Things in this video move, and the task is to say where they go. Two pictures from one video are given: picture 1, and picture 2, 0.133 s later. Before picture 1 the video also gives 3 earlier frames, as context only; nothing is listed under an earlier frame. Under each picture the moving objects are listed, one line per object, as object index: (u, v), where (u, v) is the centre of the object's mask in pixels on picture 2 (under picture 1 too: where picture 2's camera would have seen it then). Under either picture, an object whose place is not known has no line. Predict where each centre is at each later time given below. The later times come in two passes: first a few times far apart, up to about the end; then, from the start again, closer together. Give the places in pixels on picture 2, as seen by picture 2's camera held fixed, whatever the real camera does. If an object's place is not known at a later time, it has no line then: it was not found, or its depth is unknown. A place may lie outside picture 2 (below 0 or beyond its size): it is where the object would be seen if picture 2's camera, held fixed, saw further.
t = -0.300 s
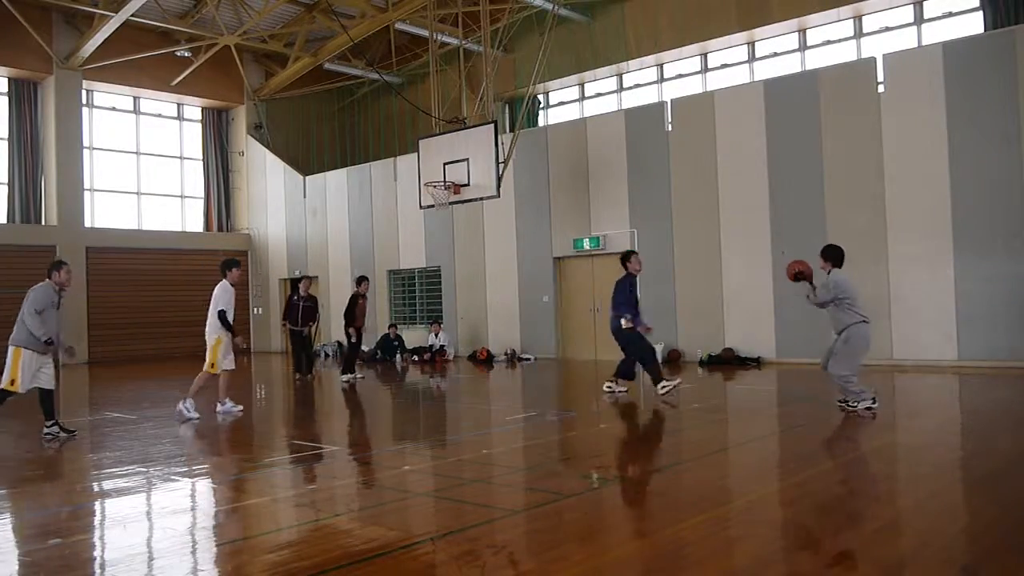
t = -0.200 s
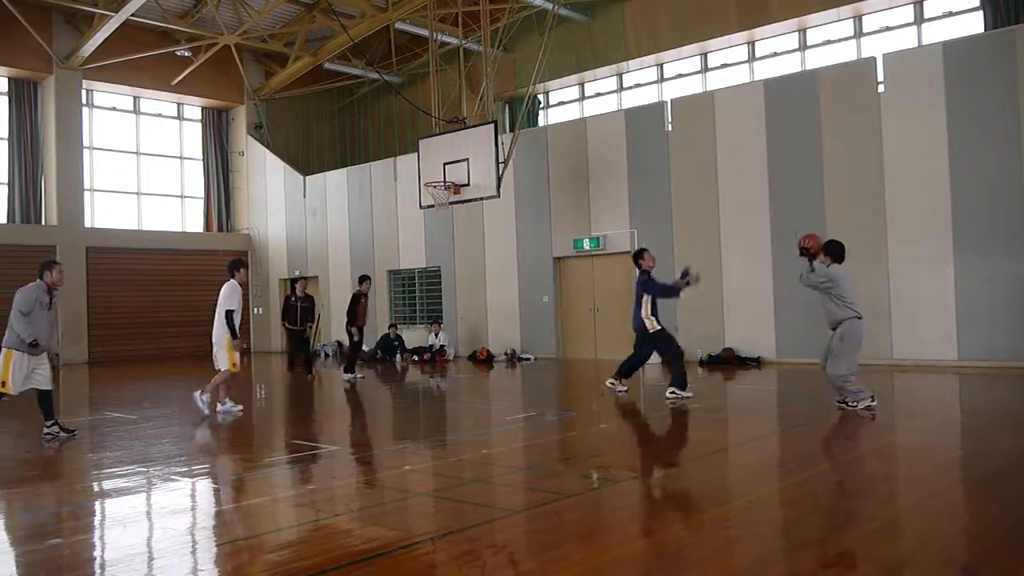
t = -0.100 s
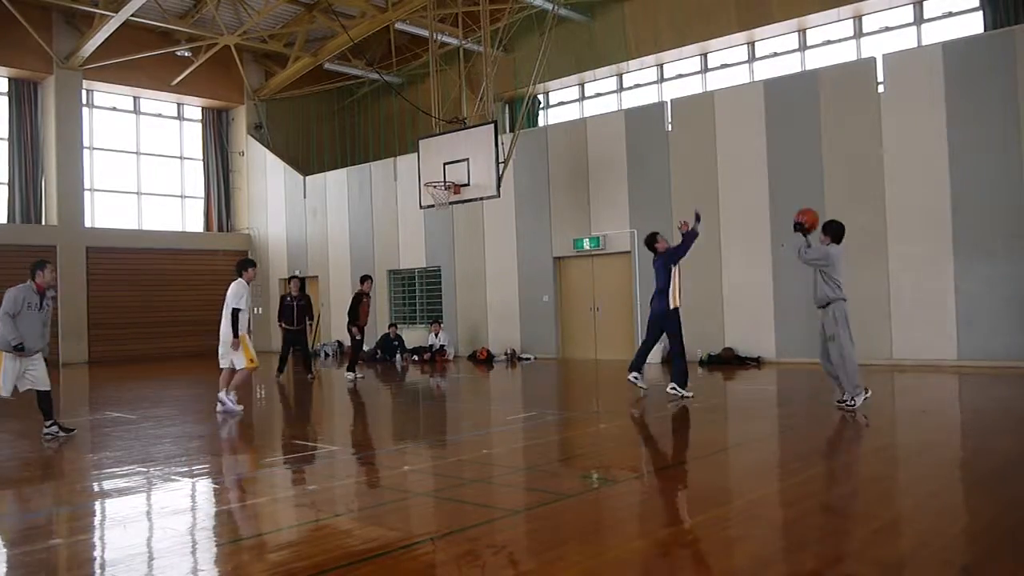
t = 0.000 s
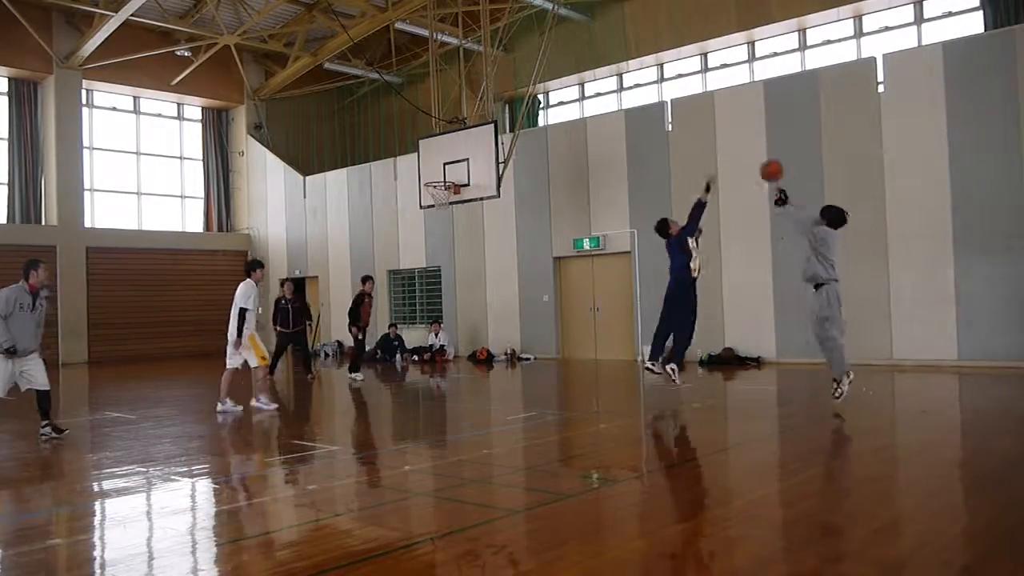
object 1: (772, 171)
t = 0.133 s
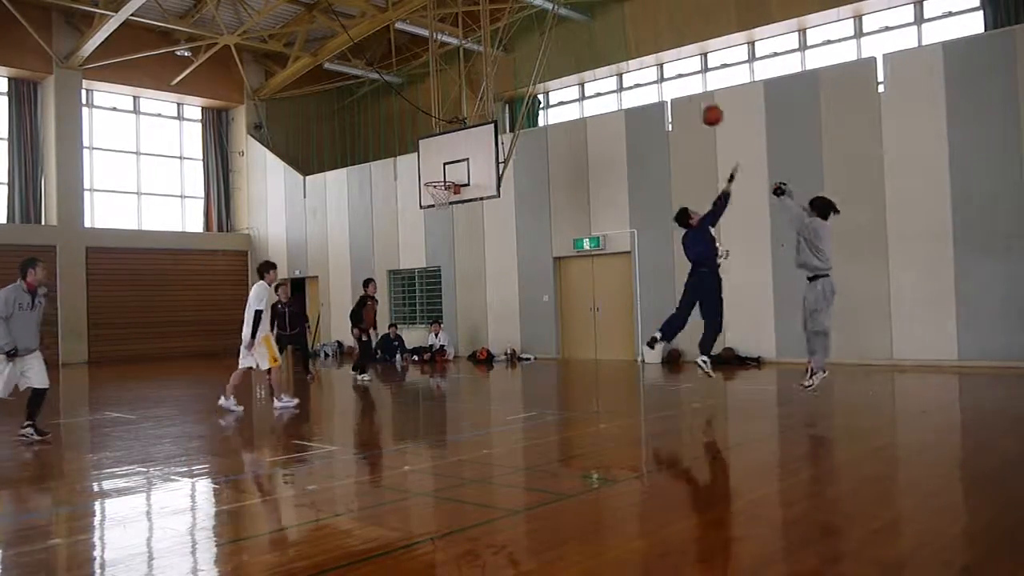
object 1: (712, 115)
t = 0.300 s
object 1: (648, 75)
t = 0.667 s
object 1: (540, 70)
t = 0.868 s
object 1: (494, 107)
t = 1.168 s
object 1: (437, 192)
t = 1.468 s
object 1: (426, 220)
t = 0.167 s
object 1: (699, 105)
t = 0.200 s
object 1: (685, 97)
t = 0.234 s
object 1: (672, 87)
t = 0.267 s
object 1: (660, 81)
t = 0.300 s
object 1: (648, 75)
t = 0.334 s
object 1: (636, 70)
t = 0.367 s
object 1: (625, 66)
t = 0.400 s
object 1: (615, 64)
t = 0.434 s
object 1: (604, 61)
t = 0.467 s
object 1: (595, 60)
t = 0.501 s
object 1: (585, 61)
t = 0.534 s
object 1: (575, 61)
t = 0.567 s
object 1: (567, 63)
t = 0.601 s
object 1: (557, 65)
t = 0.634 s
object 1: (549, 68)
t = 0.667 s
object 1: (540, 70)
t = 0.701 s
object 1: (531, 74)
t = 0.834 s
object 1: (501, 96)
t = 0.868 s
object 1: (494, 107)
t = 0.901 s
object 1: (489, 113)
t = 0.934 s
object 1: (479, 121)
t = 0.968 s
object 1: (474, 131)
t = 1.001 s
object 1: (467, 140)
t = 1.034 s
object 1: (461, 149)
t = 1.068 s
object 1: (454, 161)
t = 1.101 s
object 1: (449, 171)
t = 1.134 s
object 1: (443, 183)
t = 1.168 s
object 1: (437, 192)
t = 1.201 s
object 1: (435, 193)
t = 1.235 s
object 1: (433, 193)
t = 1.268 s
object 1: (431, 193)
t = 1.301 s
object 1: (430, 196)
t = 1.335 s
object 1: (429, 199)
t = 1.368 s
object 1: (429, 203)
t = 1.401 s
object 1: (428, 208)
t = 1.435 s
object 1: (427, 214)
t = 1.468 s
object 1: (426, 220)
